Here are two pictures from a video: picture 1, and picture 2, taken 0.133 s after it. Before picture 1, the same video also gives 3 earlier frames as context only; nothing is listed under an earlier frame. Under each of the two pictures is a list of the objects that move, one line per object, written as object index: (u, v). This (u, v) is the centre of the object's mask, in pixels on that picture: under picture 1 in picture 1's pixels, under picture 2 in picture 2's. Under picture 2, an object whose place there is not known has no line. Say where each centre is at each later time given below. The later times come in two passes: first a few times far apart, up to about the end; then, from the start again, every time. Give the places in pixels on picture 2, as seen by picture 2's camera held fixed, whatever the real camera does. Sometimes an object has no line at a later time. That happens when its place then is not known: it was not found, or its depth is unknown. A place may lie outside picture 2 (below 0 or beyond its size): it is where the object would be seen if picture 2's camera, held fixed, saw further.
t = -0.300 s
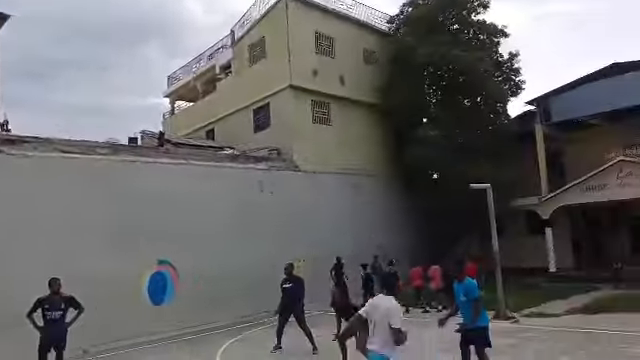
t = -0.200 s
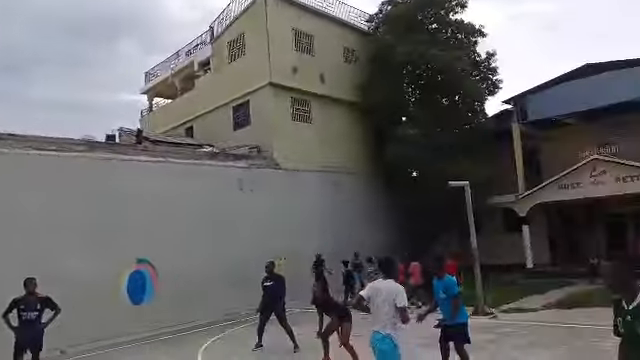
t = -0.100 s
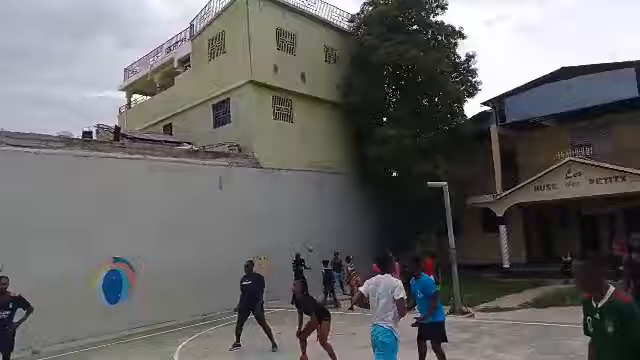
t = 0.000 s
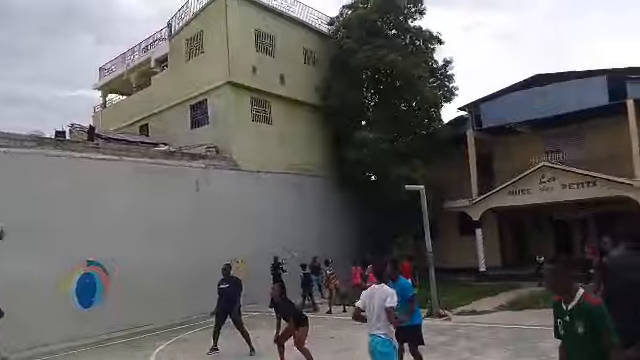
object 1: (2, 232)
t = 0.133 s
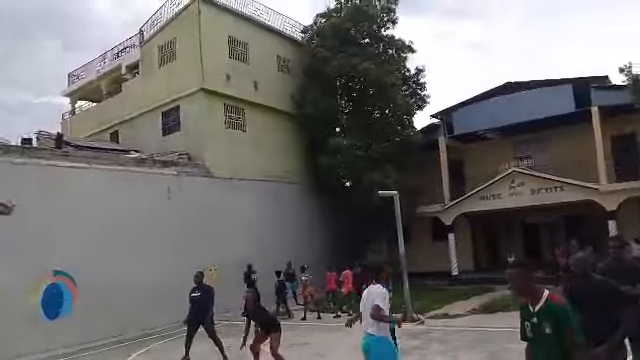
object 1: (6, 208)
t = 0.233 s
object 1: (35, 192)
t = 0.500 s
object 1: (102, 191)
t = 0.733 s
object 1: (156, 229)
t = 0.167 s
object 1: (17, 203)
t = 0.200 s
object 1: (27, 197)
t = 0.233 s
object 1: (35, 192)
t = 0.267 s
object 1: (44, 190)
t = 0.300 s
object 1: (52, 188)
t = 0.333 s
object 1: (61, 186)
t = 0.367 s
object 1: (69, 184)
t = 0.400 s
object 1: (77, 185)
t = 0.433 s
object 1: (85, 186)
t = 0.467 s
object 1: (94, 188)
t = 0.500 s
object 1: (102, 191)
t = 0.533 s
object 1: (110, 196)
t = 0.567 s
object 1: (118, 198)
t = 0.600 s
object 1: (125, 203)
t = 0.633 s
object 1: (133, 209)
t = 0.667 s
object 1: (141, 214)
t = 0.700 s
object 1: (148, 221)
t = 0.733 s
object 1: (156, 229)
